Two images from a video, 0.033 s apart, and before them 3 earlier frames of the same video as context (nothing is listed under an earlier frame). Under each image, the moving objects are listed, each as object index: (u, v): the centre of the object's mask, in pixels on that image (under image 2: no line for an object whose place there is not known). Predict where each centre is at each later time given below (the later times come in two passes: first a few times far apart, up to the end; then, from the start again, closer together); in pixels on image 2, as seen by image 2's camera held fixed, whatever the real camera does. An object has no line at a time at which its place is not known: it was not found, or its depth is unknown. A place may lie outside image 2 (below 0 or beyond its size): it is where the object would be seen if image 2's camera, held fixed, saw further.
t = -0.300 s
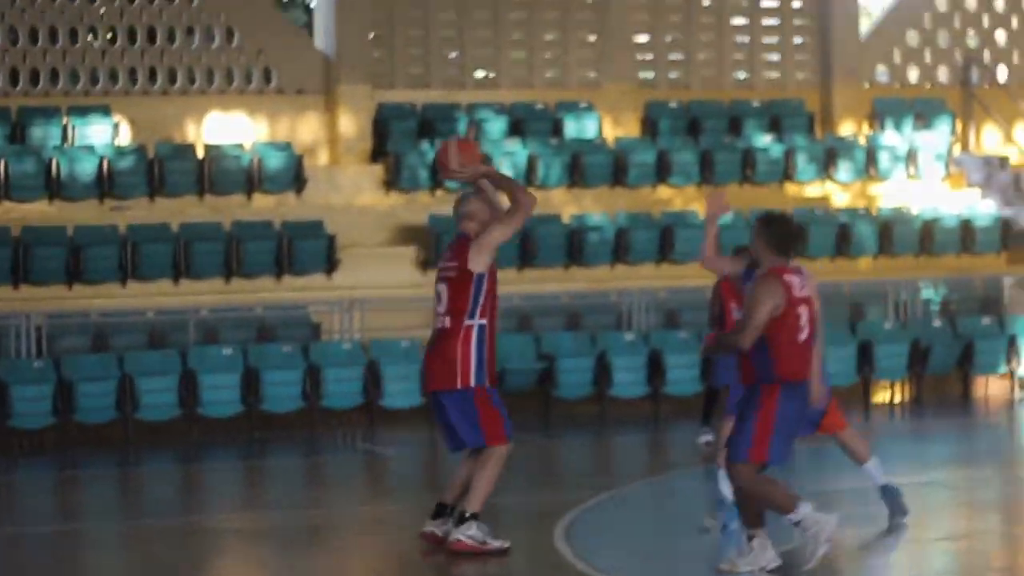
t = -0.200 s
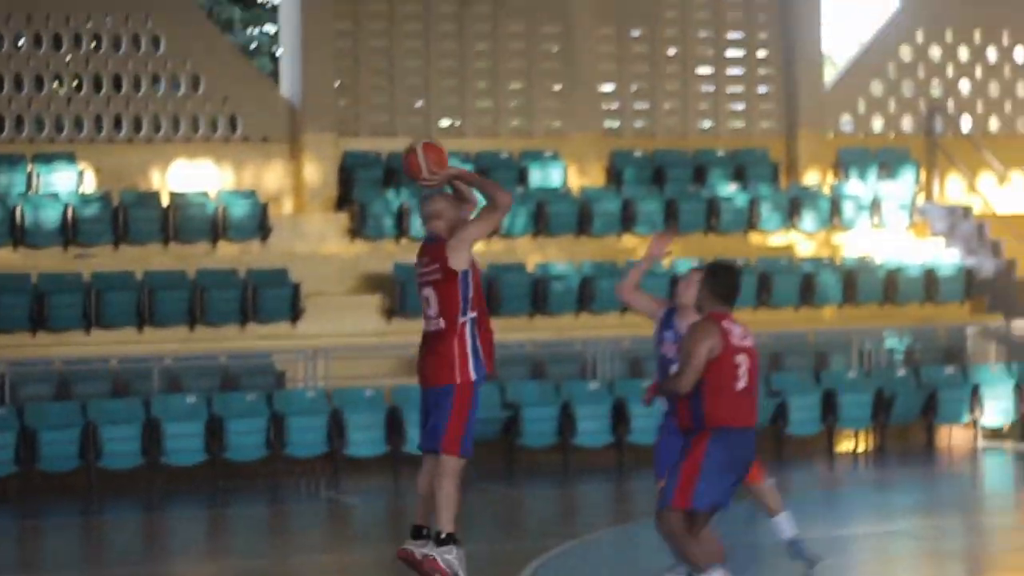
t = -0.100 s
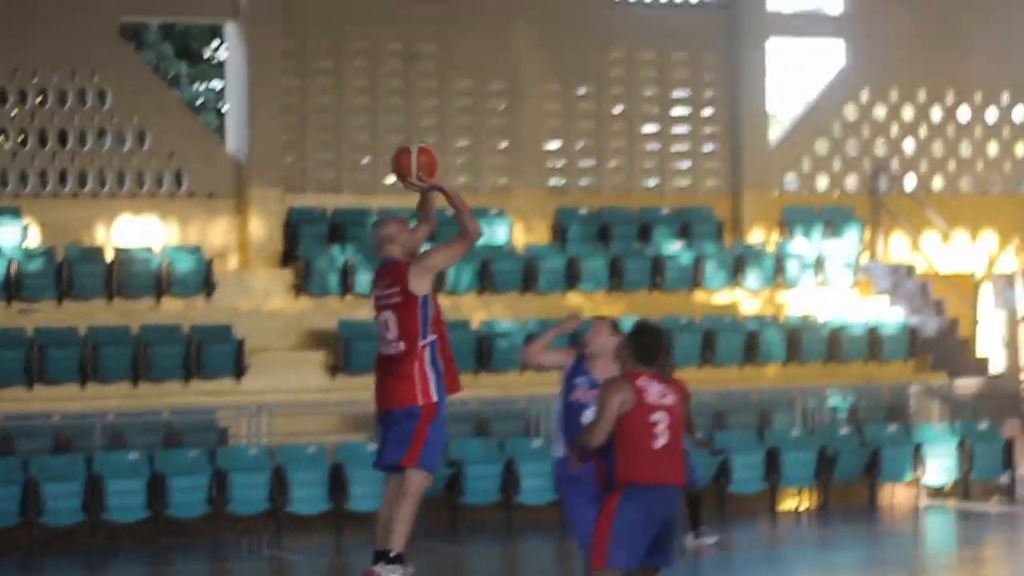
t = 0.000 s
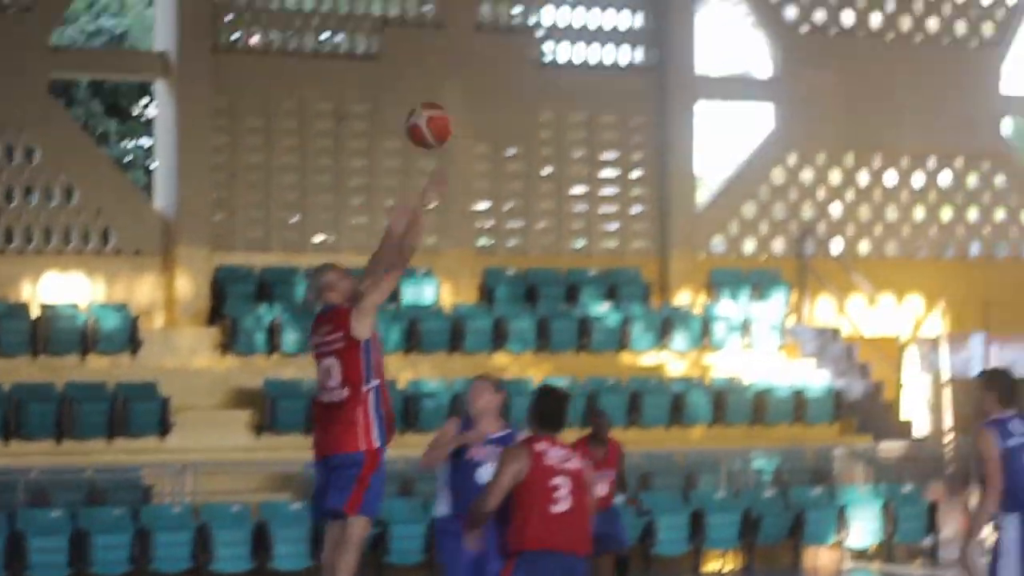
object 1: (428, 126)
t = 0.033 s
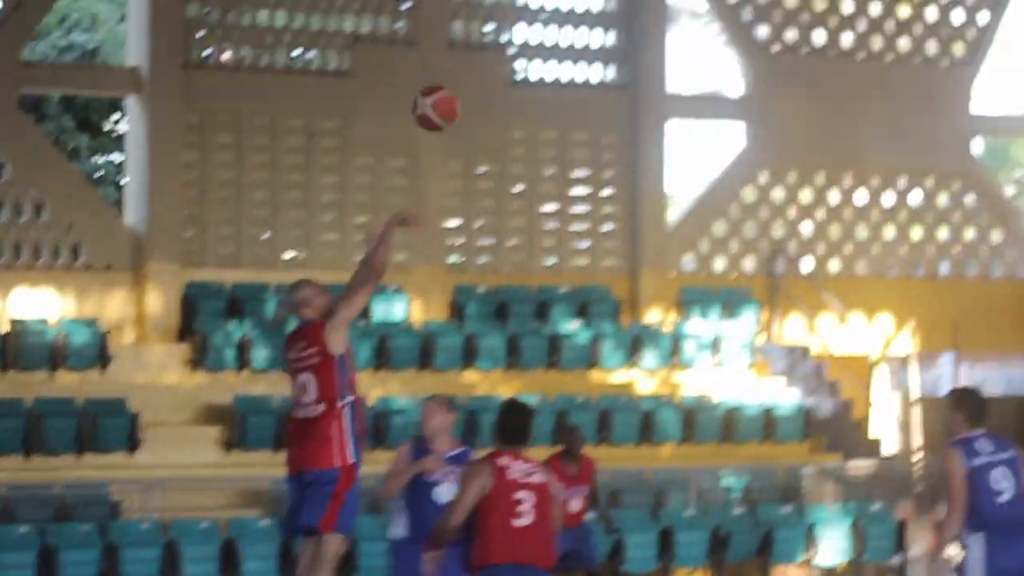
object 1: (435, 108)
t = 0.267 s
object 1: (672, -62)
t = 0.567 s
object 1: (959, -139)
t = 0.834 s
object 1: (1214, -75)
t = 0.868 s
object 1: (1246, -57)
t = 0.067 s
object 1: (470, 75)
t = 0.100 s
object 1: (503, 46)
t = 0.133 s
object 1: (538, 18)
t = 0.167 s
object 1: (571, -8)
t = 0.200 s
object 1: (606, -32)
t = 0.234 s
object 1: (639, -51)
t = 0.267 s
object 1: (672, -62)
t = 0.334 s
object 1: (736, -87)
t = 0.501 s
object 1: (896, -127)
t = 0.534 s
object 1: (927, -134)
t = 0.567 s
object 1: (959, -139)
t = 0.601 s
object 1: (990, -141)
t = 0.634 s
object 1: (1022, -142)
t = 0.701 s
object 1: (1088, -129)
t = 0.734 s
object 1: (1121, -117)
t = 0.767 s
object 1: (1152, -106)
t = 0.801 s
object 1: (1181, -92)
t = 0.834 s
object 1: (1214, -75)
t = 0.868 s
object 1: (1246, -57)
